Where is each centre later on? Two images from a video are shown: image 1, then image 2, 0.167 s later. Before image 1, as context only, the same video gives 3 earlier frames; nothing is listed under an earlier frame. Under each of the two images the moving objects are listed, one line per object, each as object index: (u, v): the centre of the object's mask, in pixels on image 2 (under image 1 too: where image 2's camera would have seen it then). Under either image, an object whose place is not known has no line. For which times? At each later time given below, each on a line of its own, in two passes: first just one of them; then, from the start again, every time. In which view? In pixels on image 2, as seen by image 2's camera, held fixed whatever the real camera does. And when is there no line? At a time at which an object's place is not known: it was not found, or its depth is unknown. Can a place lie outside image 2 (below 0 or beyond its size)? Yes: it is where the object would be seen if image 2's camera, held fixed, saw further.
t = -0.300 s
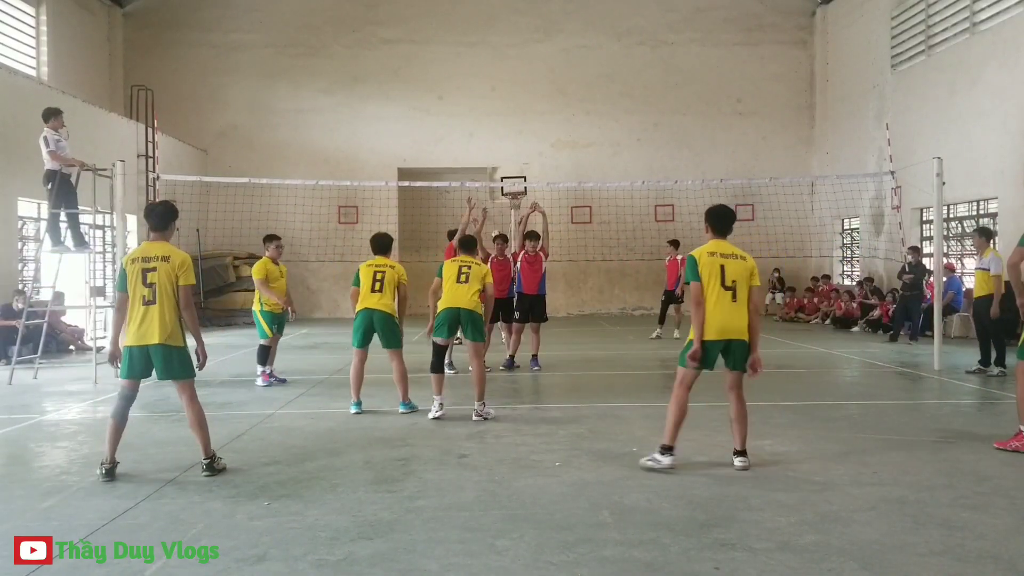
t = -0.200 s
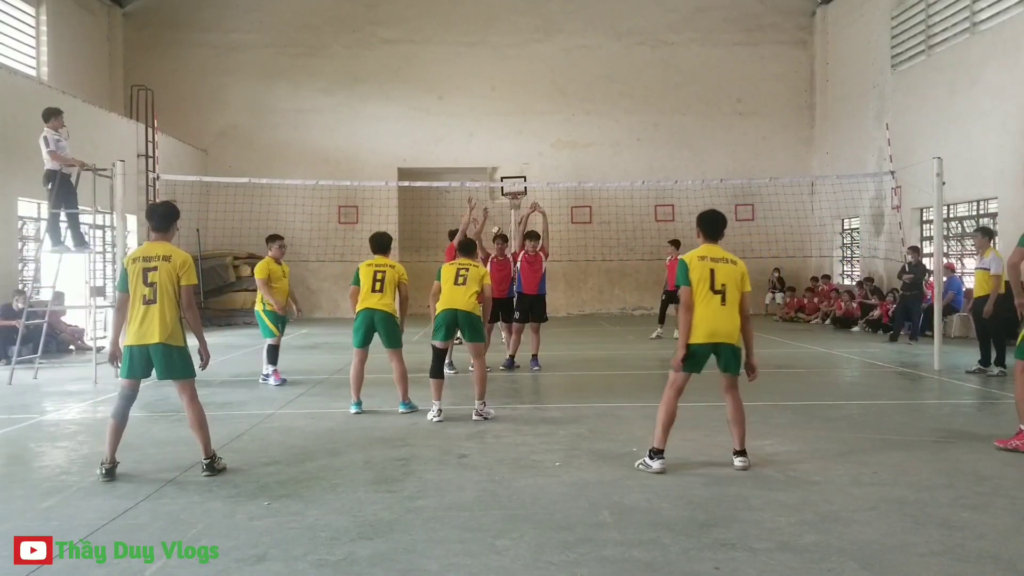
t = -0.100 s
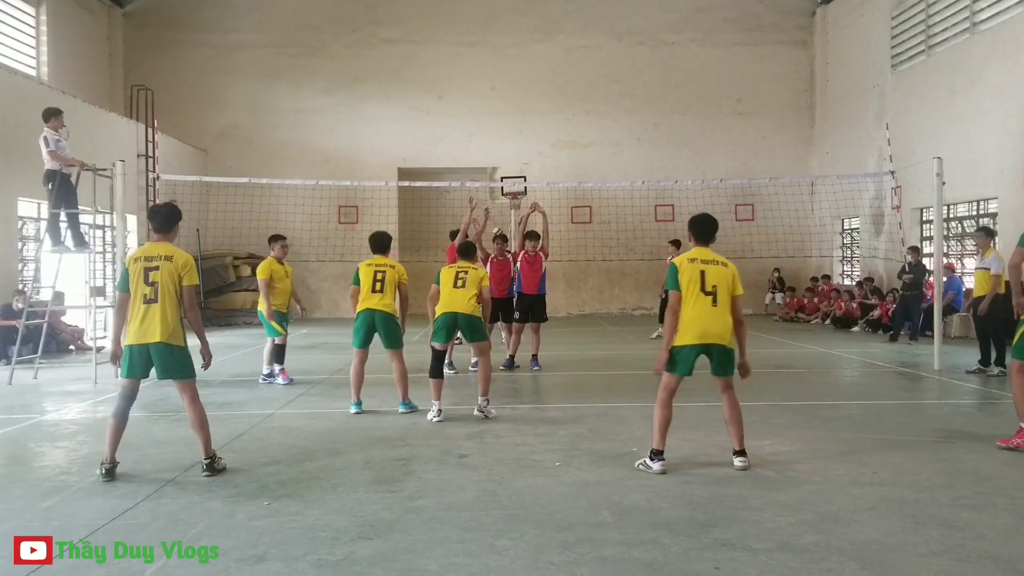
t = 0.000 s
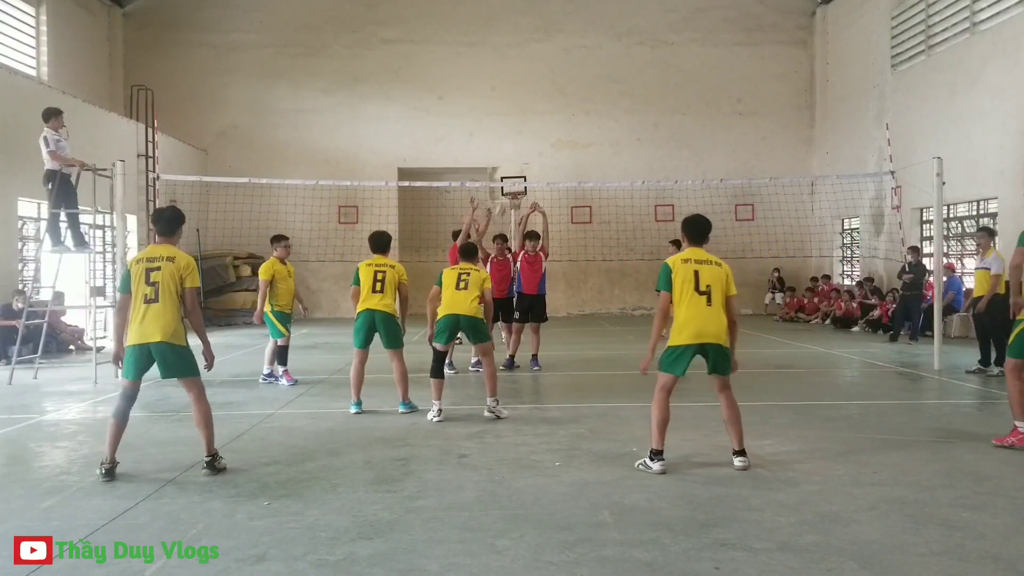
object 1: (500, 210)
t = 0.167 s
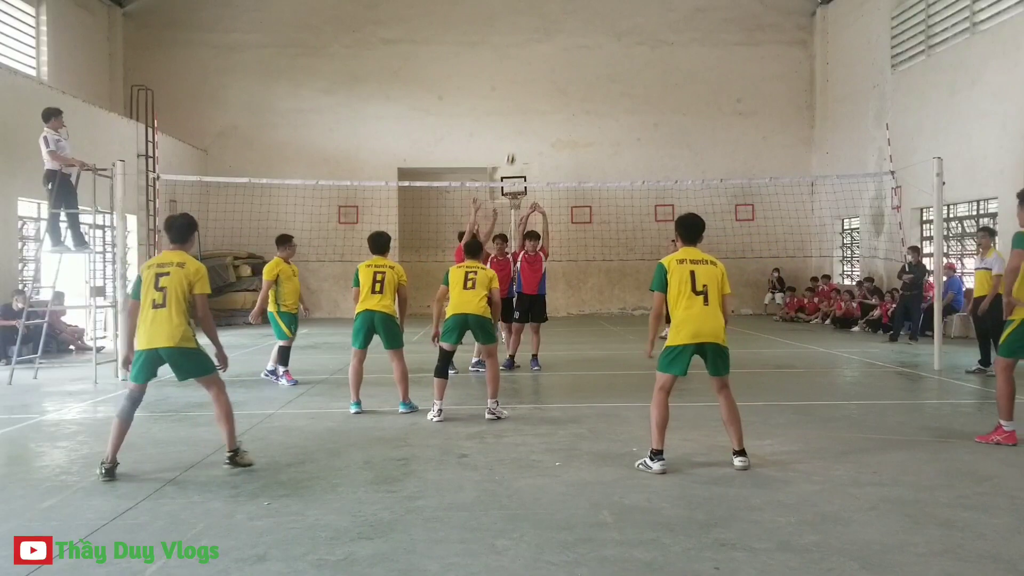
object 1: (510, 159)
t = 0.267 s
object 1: (517, 131)
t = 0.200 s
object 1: (513, 149)
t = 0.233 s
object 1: (514, 140)
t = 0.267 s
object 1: (517, 131)
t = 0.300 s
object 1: (519, 122)
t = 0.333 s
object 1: (521, 114)
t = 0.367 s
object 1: (523, 106)
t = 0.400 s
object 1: (526, 99)
